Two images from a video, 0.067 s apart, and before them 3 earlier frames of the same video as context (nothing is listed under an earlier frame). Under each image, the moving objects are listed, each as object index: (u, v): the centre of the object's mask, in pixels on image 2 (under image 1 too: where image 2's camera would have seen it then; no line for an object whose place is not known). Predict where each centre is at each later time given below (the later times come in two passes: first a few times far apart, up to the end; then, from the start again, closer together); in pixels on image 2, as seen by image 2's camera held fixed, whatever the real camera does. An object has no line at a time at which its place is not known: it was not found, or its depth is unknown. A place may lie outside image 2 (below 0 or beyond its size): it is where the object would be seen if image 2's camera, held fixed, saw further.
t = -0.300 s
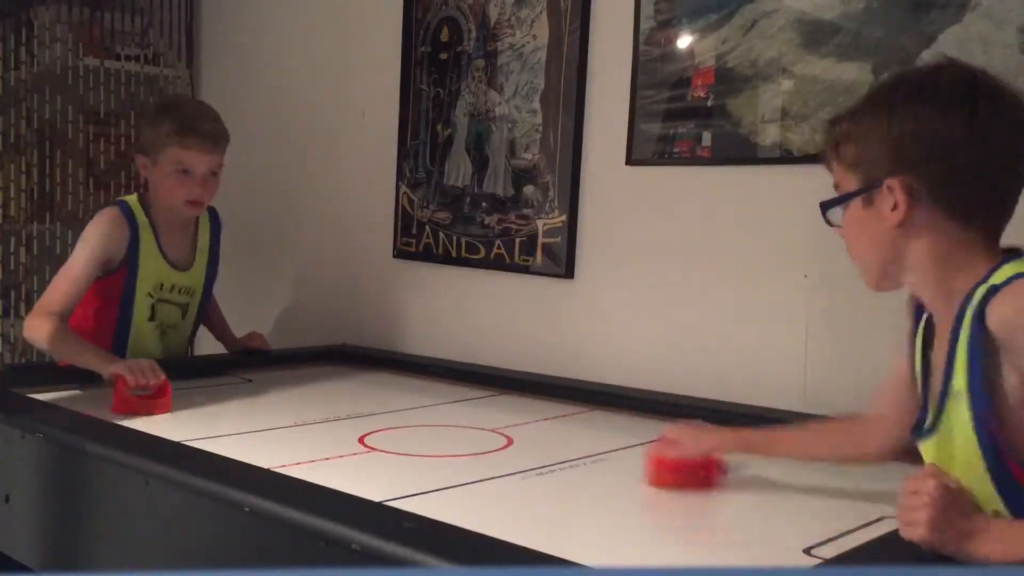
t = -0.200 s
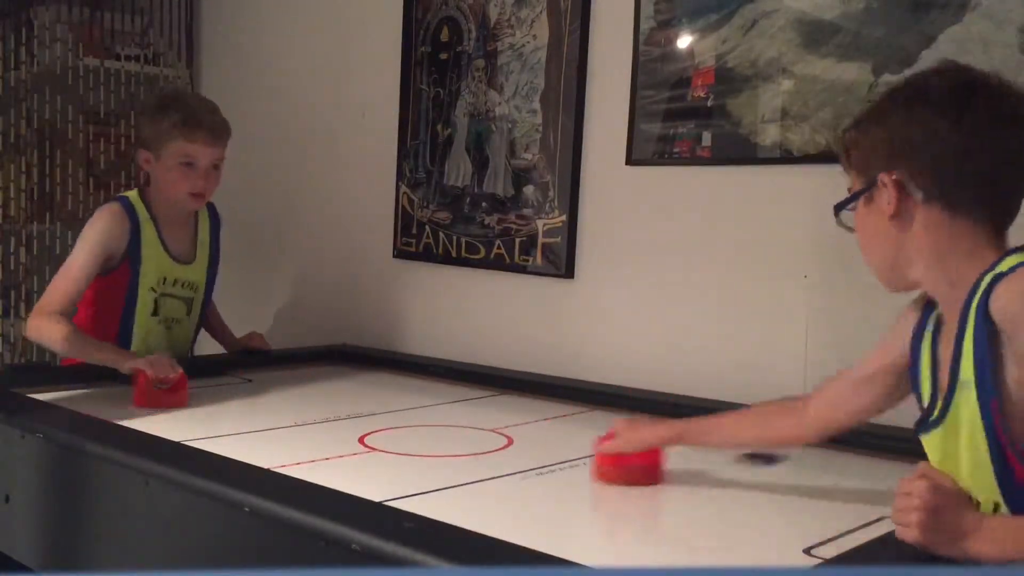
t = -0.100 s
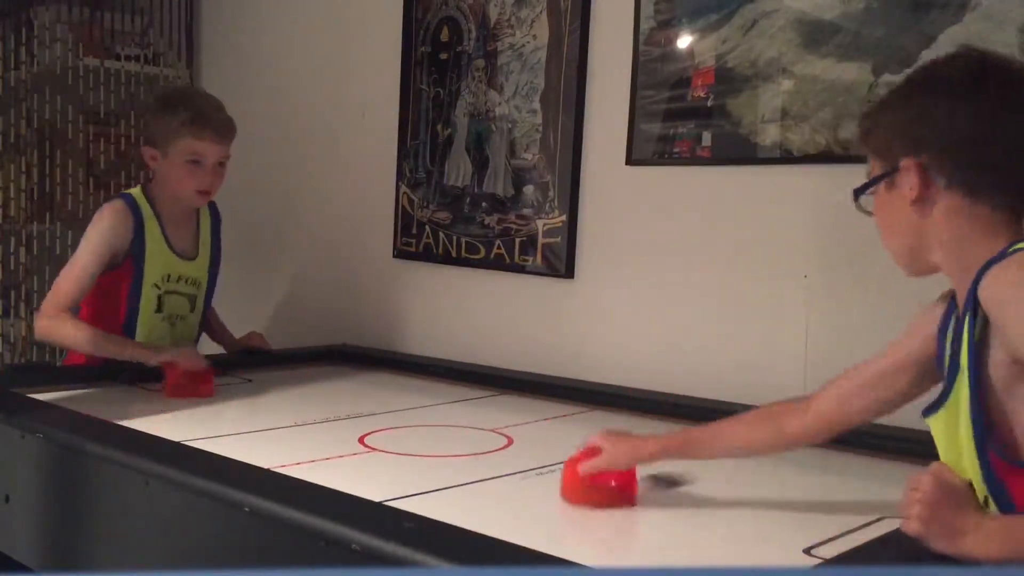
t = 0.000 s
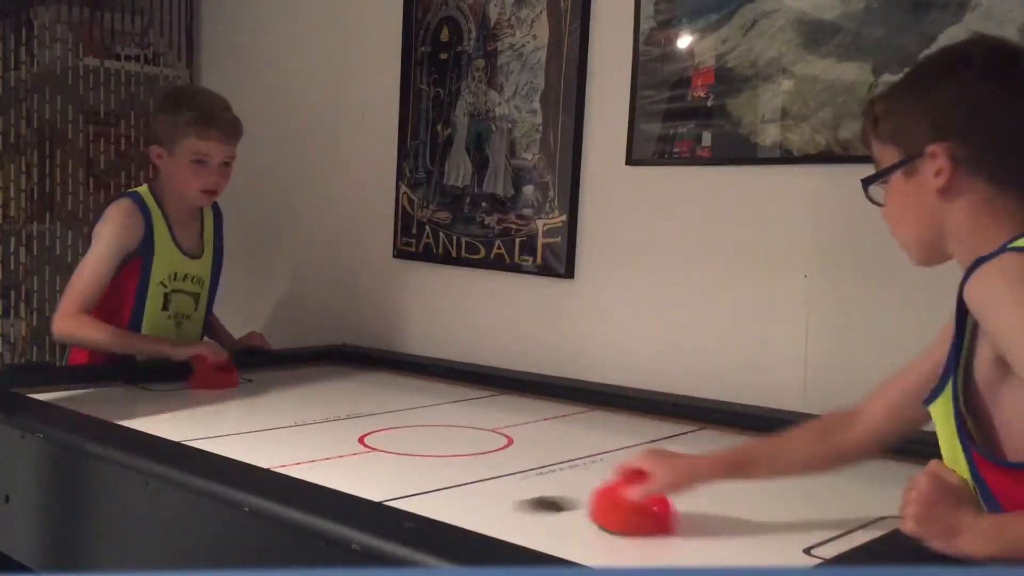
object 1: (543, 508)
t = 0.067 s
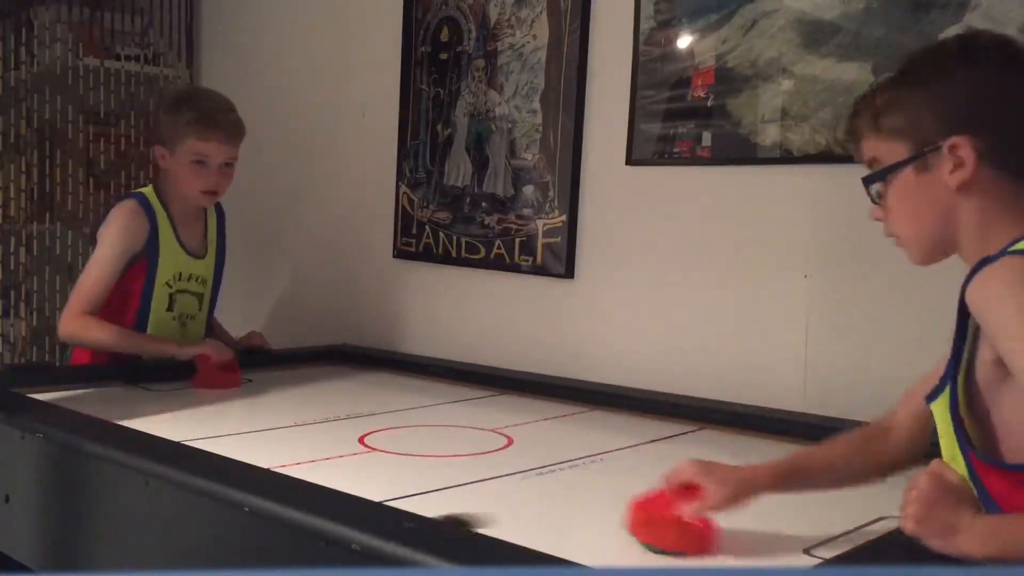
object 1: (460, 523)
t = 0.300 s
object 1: (539, 493)
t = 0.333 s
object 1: (558, 487)
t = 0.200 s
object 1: (475, 512)
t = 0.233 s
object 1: (497, 506)
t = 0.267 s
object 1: (518, 499)
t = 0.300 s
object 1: (539, 493)
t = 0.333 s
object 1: (558, 487)
